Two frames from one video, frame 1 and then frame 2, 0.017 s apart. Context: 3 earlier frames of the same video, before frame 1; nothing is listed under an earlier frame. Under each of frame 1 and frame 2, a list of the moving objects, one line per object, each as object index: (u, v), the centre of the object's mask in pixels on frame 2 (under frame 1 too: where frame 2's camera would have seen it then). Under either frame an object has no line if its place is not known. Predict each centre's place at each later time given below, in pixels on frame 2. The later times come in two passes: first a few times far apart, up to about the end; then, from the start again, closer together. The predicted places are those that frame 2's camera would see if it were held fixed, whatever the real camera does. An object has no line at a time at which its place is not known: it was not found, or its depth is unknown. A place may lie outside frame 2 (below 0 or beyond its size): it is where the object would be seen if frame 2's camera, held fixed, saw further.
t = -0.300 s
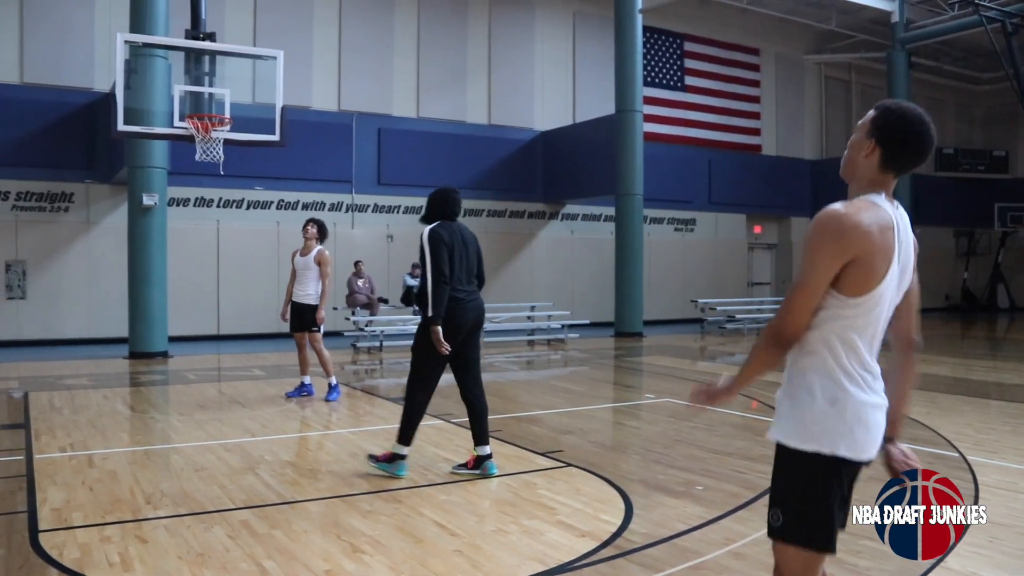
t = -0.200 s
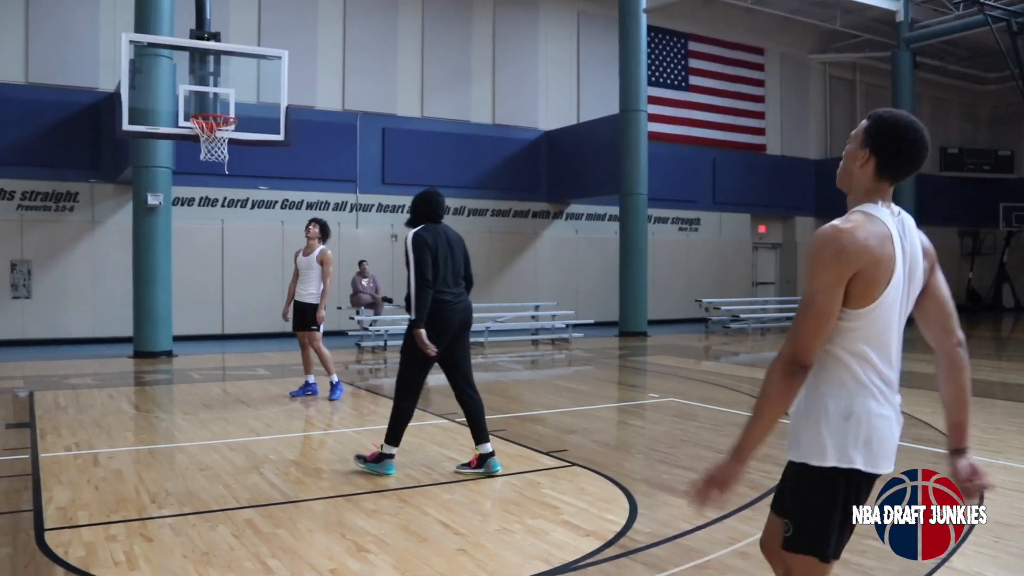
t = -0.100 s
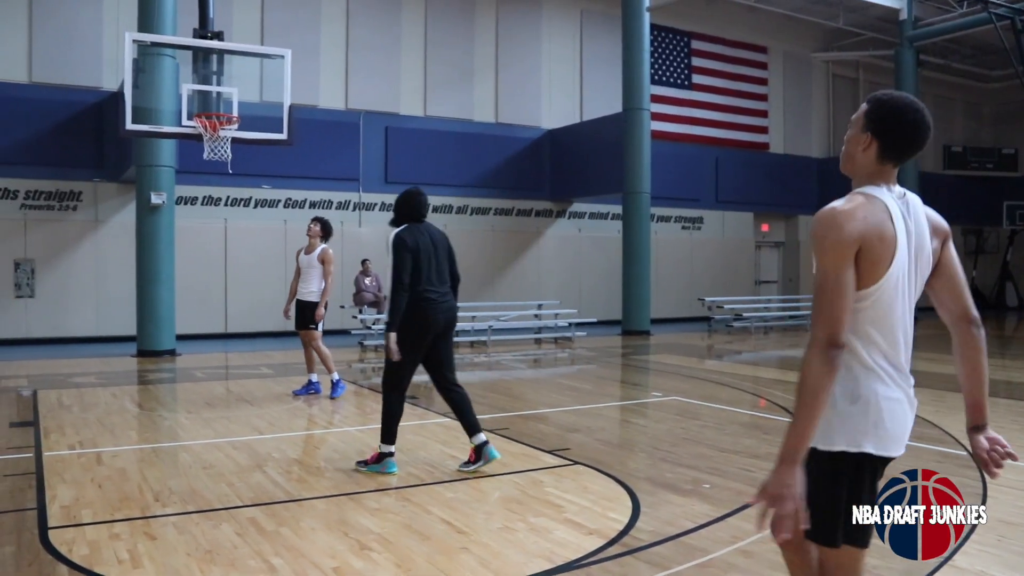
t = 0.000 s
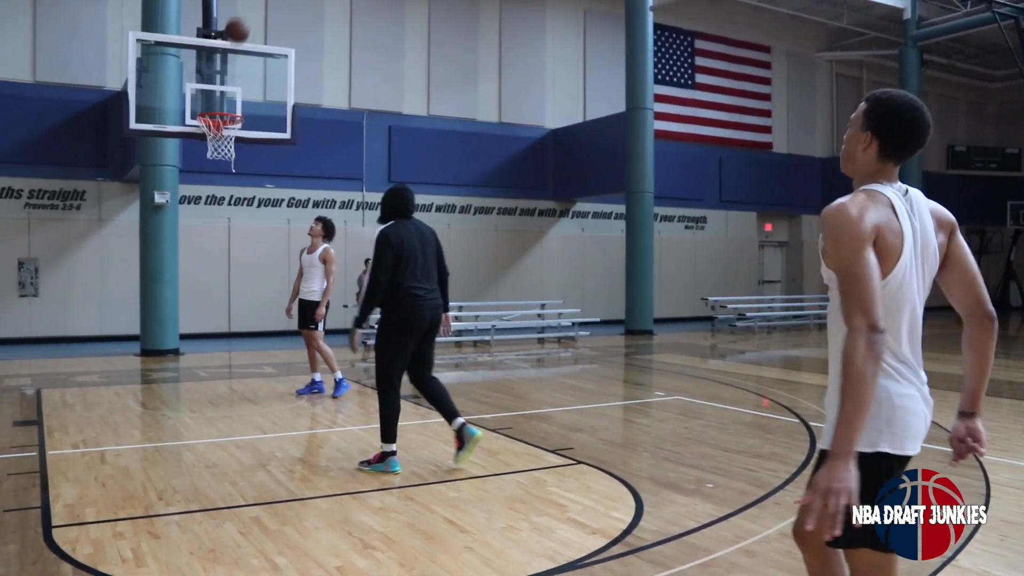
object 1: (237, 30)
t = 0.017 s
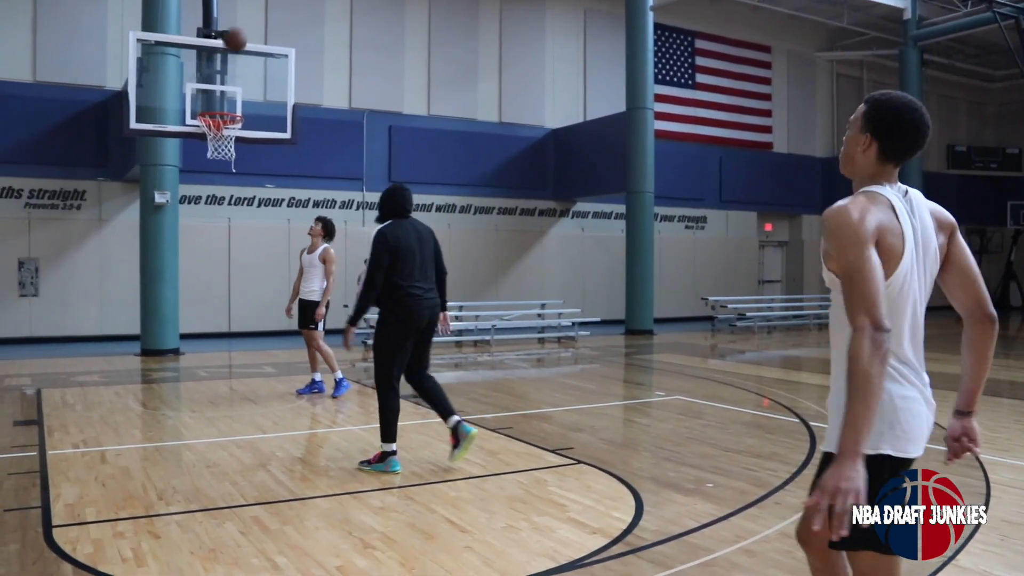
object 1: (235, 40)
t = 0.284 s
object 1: (210, 159)
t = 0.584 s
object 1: (202, 258)
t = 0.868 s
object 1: (201, 351)
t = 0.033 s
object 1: (232, 50)
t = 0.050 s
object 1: (230, 59)
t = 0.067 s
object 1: (227, 69)
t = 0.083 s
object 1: (225, 78)
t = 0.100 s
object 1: (223, 88)
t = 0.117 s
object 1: (220, 99)
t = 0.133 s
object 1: (217, 105)
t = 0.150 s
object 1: (215, 121)
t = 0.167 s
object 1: (215, 124)
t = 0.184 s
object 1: (212, 137)
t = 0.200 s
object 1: (211, 141)
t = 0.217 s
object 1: (211, 145)
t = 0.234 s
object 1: (211, 148)
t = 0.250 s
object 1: (211, 151)
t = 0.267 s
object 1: (210, 155)
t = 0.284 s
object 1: (210, 159)
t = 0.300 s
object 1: (209, 162)
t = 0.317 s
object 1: (209, 166)
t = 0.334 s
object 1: (209, 170)
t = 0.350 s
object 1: (209, 175)
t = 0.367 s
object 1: (208, 180)
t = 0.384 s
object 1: (207, 184)
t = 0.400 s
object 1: (207, 190)
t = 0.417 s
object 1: (207, 195)
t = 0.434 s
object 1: (206, 200)
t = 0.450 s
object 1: (205, 207)
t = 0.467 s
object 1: (205, 213)
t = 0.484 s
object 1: (205, 218)
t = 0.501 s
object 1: (204, 224)
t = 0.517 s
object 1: (204, 231)
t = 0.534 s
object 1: (203, 237)
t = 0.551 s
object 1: (203, 244)
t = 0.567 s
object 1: (202, 251)
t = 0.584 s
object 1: (202, 258)
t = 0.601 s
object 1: (202, 265)
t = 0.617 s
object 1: (201, 273)
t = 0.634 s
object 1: (201, 280)
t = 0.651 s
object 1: (201, 288)
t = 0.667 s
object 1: (201, 295)
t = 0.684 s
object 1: (200, 303)
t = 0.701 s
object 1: (200, 312)
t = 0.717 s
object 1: (200, 320)
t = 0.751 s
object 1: (199, 337)
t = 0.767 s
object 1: (198, 346)
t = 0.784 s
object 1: (199, 355)
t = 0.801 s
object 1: (198, 364)
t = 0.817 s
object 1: (198, 371)
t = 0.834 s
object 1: (199, 365)
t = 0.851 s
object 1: (200, 358)
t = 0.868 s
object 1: (201, 351)
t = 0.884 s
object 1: (202, 344)
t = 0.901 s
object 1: (204, 338)
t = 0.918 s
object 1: (204, 332)
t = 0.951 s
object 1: (206, 320)
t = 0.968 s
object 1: (207, 315)
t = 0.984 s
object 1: (208, 309)
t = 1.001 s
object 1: (209, 304)
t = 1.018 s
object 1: (210, 299)
